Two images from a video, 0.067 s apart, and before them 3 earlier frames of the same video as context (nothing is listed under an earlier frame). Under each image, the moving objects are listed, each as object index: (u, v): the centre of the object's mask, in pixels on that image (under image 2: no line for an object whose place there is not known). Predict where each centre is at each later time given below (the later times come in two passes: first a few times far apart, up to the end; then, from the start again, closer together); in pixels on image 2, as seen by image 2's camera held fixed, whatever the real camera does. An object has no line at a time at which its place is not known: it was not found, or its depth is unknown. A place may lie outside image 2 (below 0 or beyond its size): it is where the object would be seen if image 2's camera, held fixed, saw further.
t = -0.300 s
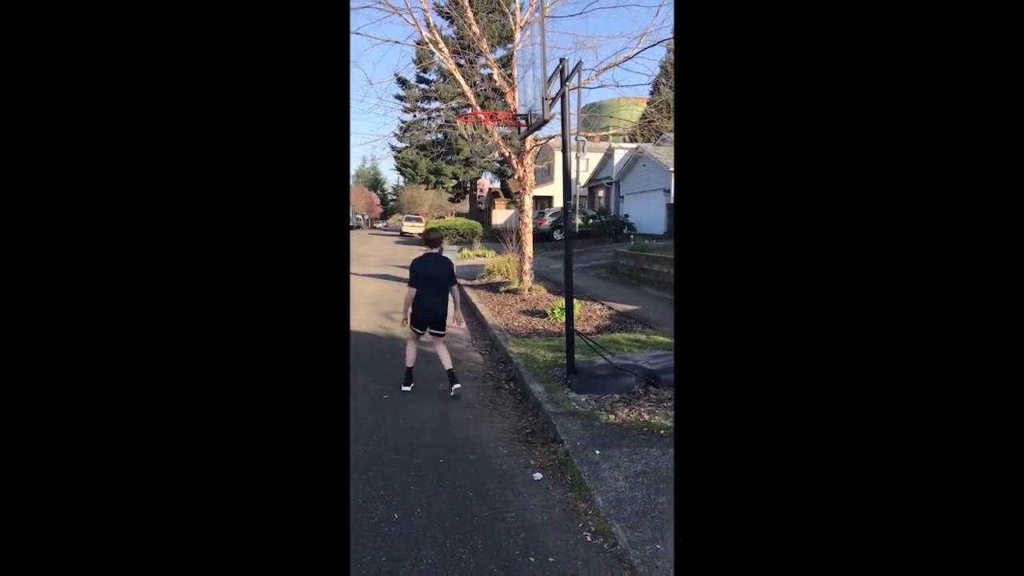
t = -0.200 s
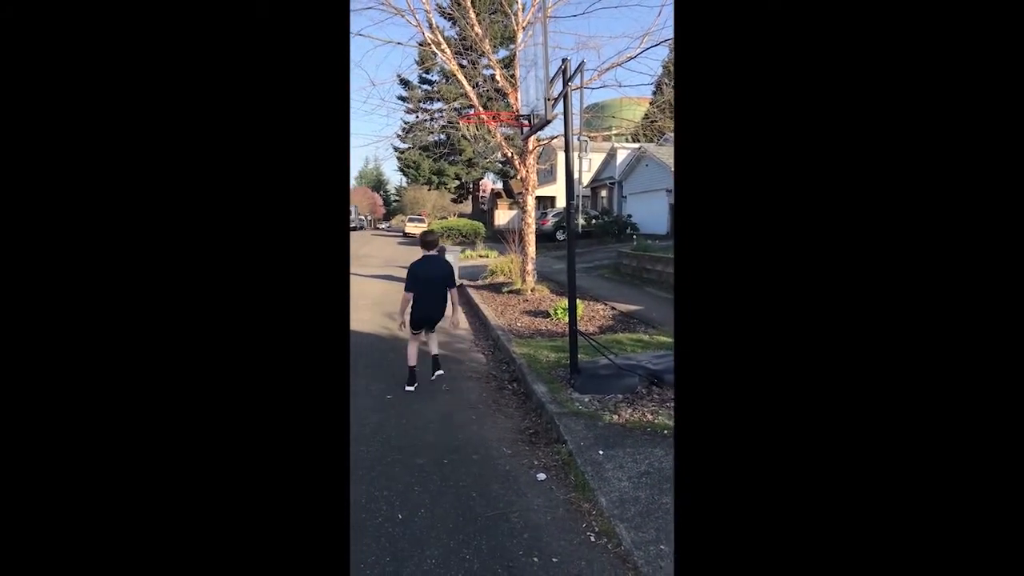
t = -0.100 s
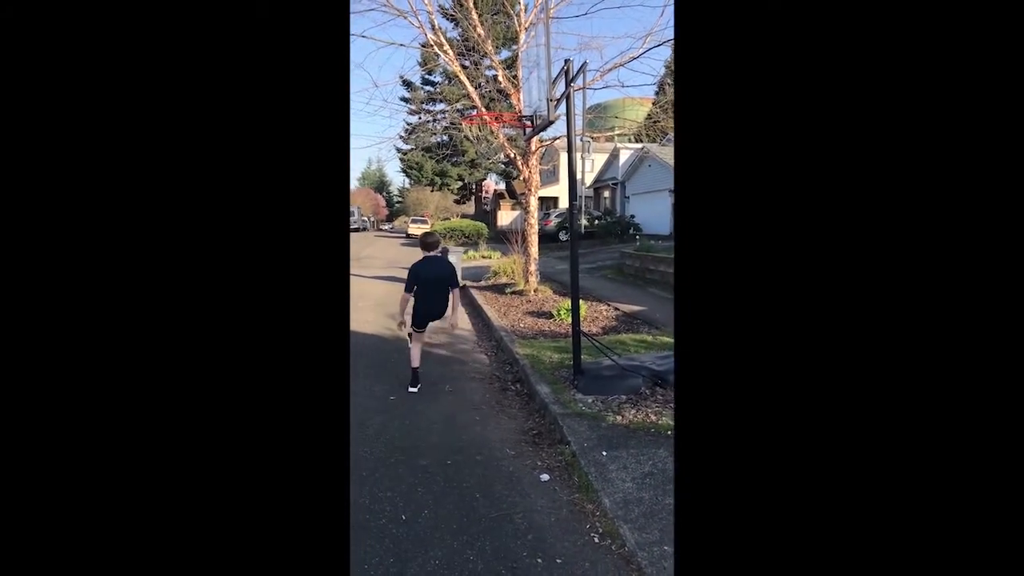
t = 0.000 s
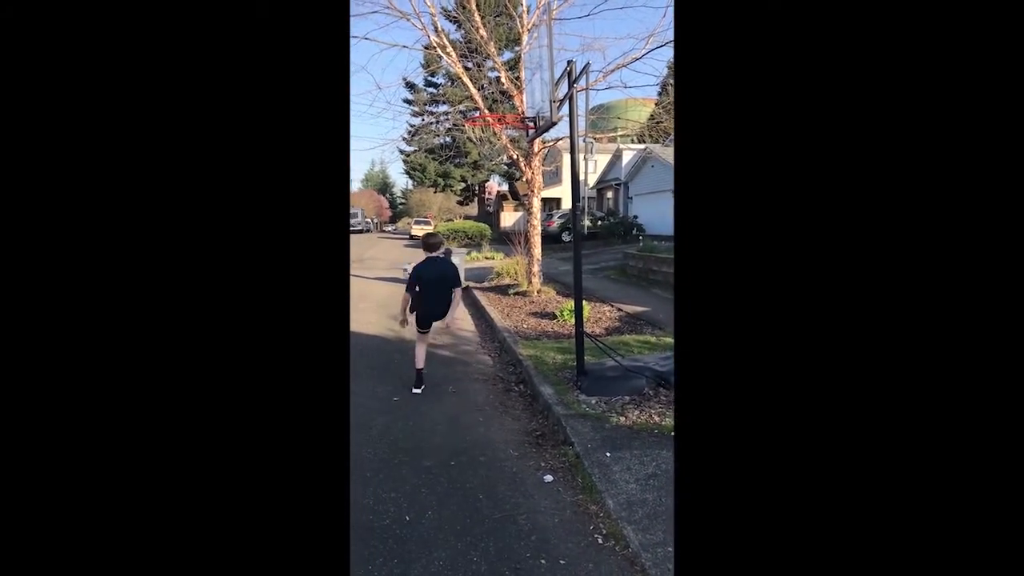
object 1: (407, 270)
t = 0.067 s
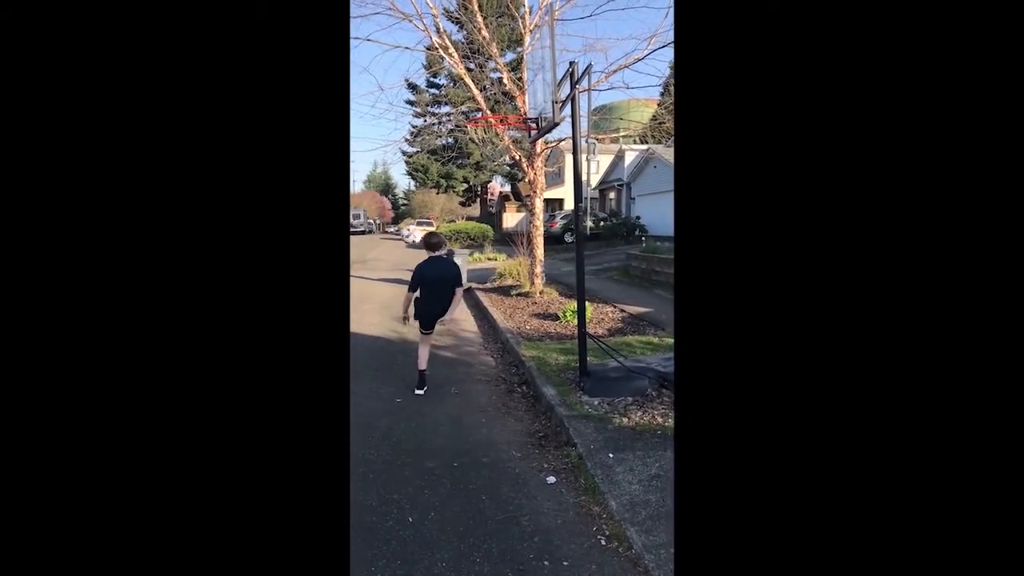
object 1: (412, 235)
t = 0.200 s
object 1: (403, 169)
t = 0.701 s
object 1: (382, 70)
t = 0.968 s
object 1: (371, 129)
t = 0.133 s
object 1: (406, 200)
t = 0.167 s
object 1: (406, 183)
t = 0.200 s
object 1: (403, 169)
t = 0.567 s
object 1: (387, 71)
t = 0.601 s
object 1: (385, 70)
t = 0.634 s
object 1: (384, 69)
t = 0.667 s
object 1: (383, 68)
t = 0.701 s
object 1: (382, 70)
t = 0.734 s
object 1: (380, 74)
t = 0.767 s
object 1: (379, 77)
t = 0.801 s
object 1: (378, 82)
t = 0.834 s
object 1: (376, 89)
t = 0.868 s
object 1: (375, 97)
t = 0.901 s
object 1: (373, 106)
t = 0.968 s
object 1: (371, 129)
